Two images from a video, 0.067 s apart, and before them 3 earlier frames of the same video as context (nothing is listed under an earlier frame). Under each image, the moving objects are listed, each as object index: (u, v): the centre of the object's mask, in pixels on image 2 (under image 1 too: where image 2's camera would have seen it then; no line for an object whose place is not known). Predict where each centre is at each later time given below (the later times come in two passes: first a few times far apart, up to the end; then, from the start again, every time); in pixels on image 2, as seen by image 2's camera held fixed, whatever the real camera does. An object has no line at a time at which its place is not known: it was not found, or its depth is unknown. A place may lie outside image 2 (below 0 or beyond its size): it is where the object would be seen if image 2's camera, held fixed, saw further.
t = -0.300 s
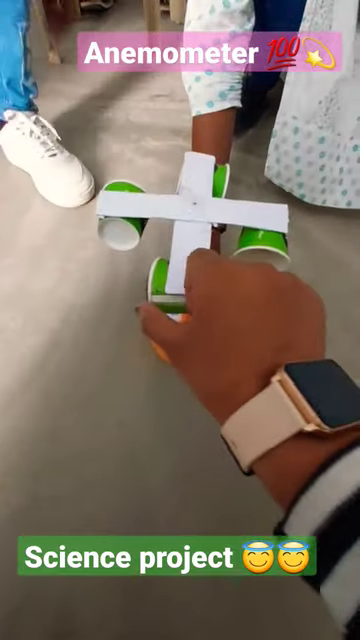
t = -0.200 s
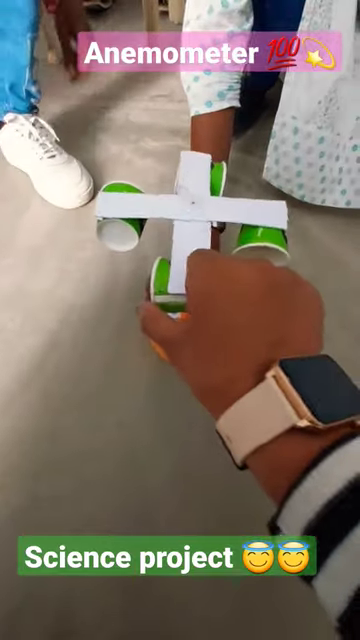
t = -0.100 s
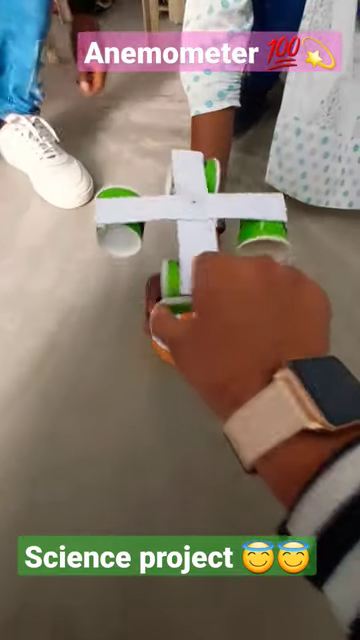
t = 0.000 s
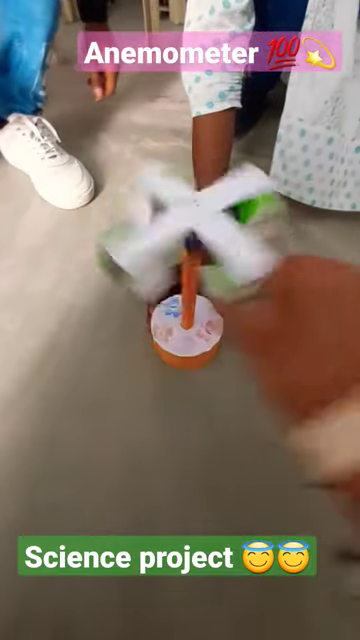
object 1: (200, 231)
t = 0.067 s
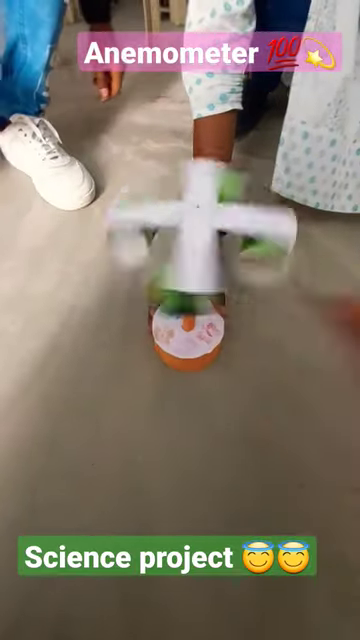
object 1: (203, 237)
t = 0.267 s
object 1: (203, 238)
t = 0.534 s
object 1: (196, 234)
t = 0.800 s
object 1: (188, 233)
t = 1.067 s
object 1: (182, 221)
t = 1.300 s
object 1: (181, 217)
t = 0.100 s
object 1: (203, 239)
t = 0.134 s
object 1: (205, 238)
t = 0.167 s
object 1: (200, 240)
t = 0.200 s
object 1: (207, 240)
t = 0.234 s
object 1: (206, 236)
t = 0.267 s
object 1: (203, 238)
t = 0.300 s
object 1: (195, 237)
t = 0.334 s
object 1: (197, 242)
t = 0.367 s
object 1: (198, 239)
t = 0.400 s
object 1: (199, 237)
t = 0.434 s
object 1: (194, 236)
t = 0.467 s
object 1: (194, 238)
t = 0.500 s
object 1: (197, 236)
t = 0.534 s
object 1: (196, 234)
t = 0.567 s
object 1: (197, 233)
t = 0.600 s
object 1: (194, 231)
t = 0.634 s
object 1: (190, 232)
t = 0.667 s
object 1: (193, 232)
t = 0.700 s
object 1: (192, 236)
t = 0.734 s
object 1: (192, 238)
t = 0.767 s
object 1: (194, 232)
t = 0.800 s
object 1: (188, 233)
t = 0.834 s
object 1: (193, 234)
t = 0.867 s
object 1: (193, 230)
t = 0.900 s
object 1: (193, 227)
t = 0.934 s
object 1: (190, 225)
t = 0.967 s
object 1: (186, 223)
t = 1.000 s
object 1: (185, 221)
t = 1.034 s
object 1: (183, 221)
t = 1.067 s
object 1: (182, 221)
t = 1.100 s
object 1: (181, 220)
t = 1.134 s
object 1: (181, 219)
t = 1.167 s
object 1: (180, 217)
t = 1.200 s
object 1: (181, 217)
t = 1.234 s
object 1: (180, 217)
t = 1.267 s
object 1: (182, 218)
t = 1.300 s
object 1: (181, 217)
